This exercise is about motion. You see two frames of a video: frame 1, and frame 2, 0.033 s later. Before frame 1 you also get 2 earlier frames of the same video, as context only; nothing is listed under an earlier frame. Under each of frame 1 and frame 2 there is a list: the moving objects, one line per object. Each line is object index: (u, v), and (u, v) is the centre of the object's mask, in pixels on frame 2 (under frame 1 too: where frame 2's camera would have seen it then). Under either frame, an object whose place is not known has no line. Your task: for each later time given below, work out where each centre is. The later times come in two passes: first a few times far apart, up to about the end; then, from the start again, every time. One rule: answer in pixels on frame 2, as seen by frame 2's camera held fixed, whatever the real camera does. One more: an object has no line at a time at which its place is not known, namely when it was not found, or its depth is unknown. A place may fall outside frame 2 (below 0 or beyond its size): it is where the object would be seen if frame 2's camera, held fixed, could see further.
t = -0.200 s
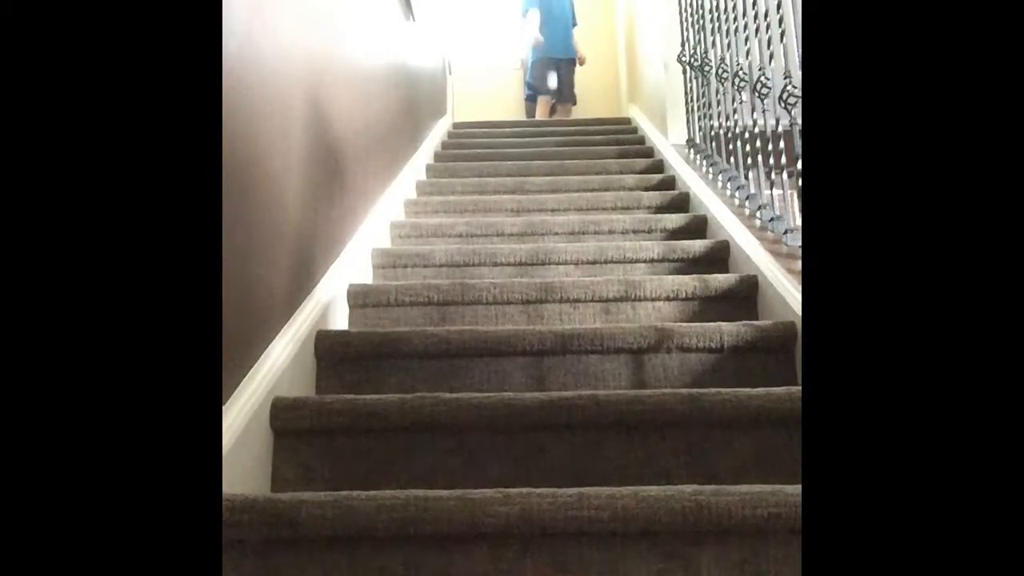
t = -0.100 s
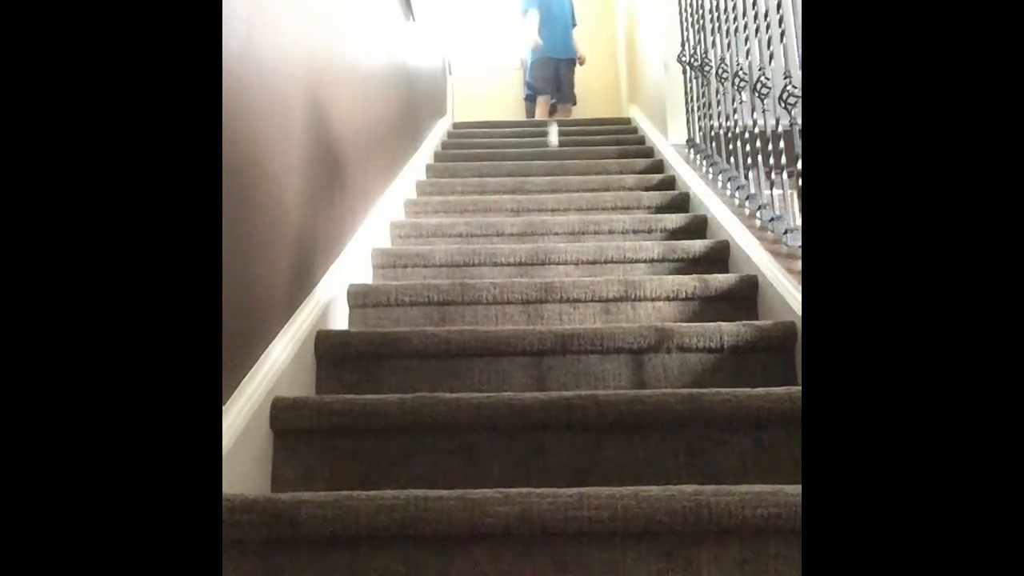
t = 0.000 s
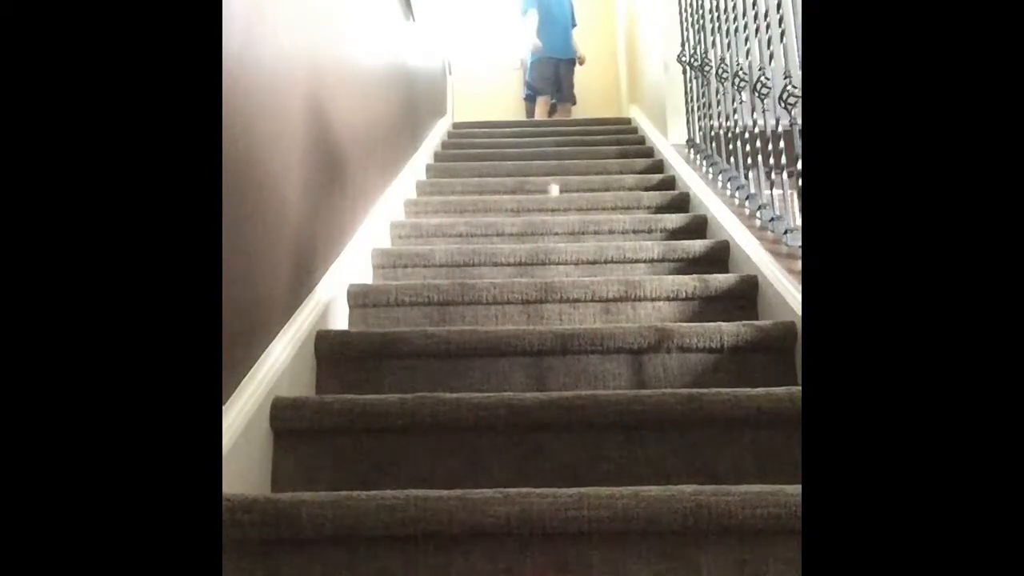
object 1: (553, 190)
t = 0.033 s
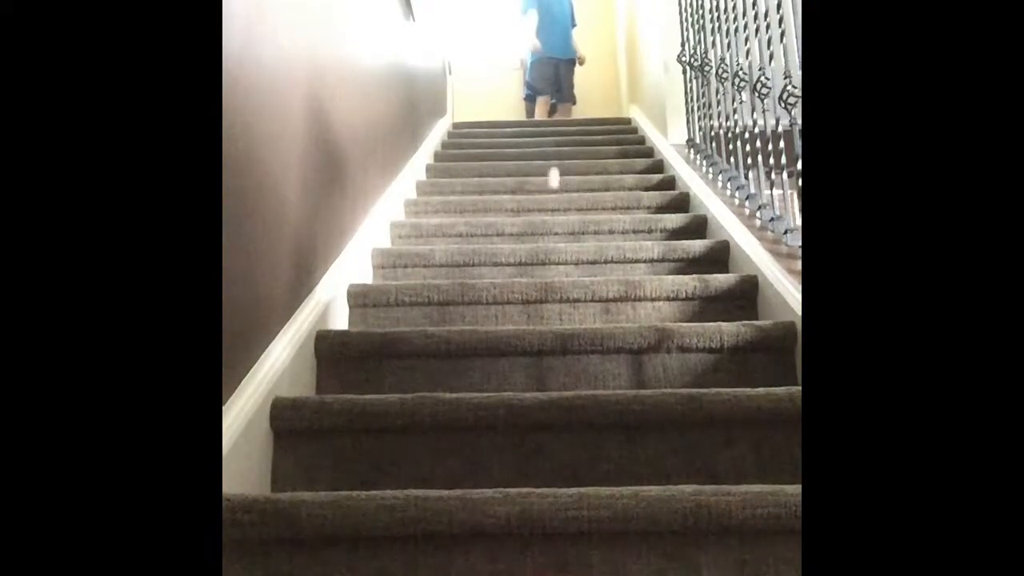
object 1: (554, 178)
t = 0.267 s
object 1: (556, 145)
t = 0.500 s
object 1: (557, 199)
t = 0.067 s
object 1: (553, 165)
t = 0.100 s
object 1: (554, 154)
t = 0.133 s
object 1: (554, 146)
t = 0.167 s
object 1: (554, 142)
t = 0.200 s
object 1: (554, 140)
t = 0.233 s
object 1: (555, 141)
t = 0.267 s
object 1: (556, 145)
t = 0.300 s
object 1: (556, 152)
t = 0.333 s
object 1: (557, 162)
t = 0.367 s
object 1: (558, 175)
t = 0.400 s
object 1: (559, 193)
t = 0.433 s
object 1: (560, 209)
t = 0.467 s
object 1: (559, 207)
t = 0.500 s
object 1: (557, 199)
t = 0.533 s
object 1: (556, 192)
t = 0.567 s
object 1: (555, 190)
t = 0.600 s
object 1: (554, 191)
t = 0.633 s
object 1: (553, 194)
